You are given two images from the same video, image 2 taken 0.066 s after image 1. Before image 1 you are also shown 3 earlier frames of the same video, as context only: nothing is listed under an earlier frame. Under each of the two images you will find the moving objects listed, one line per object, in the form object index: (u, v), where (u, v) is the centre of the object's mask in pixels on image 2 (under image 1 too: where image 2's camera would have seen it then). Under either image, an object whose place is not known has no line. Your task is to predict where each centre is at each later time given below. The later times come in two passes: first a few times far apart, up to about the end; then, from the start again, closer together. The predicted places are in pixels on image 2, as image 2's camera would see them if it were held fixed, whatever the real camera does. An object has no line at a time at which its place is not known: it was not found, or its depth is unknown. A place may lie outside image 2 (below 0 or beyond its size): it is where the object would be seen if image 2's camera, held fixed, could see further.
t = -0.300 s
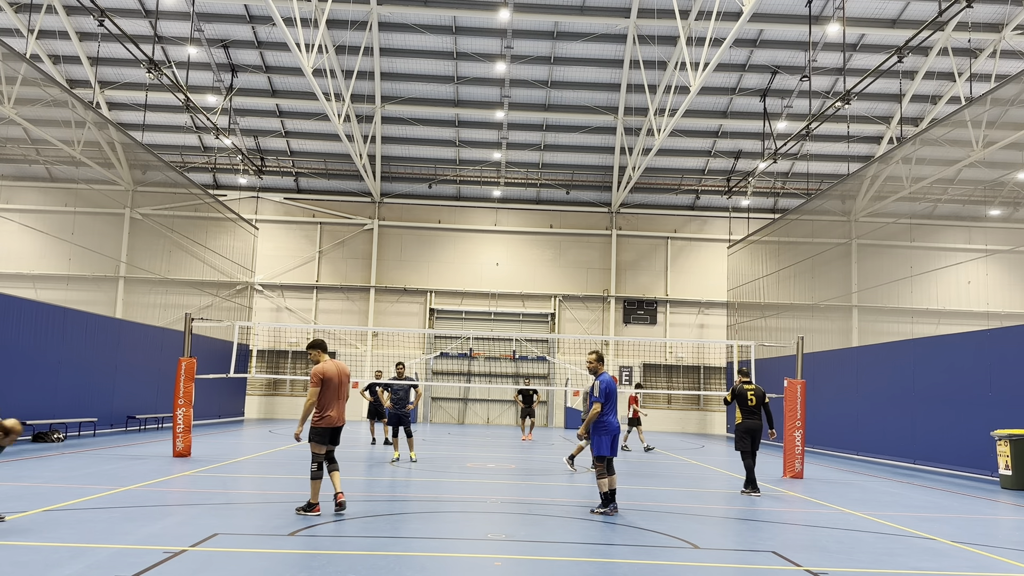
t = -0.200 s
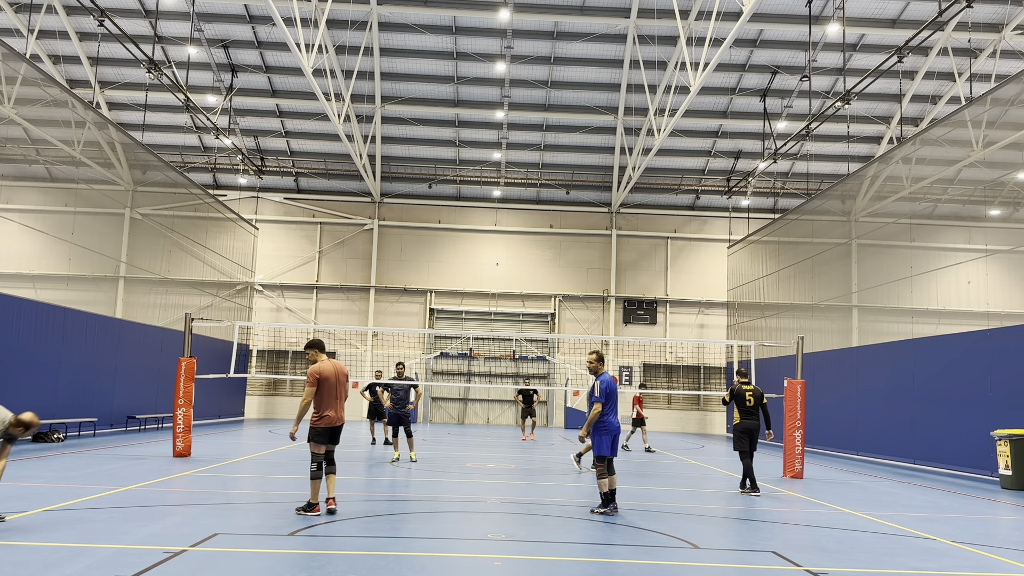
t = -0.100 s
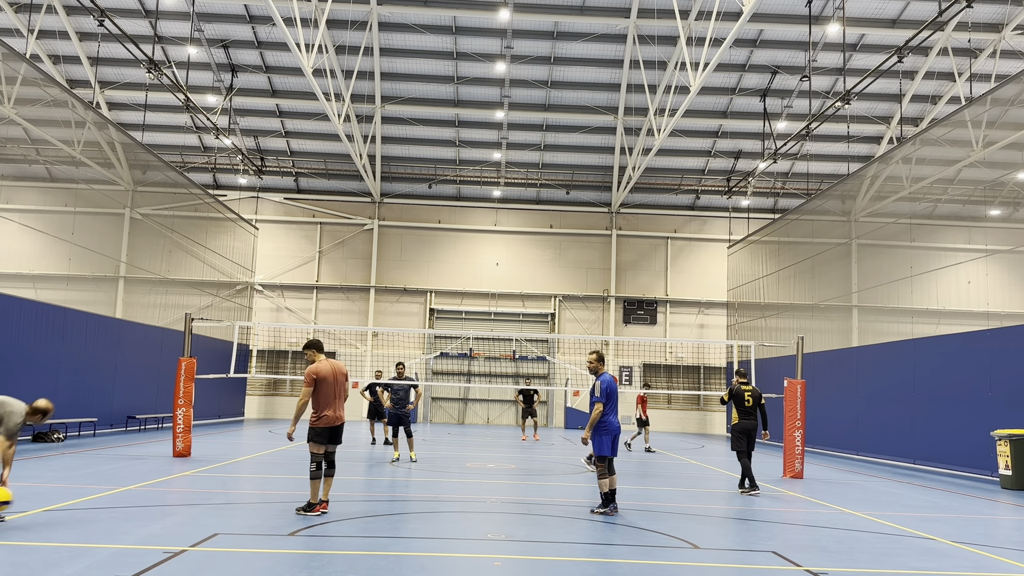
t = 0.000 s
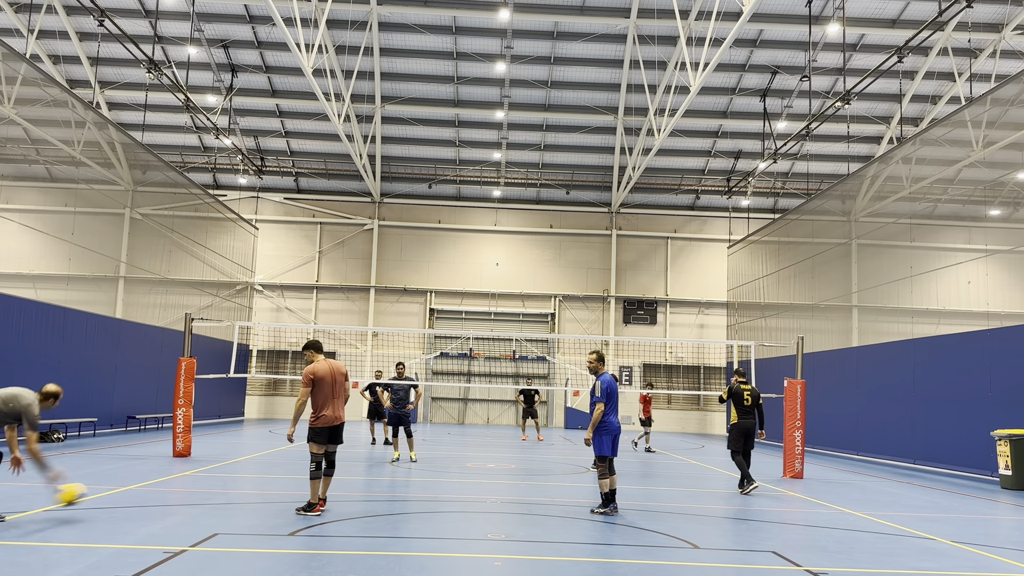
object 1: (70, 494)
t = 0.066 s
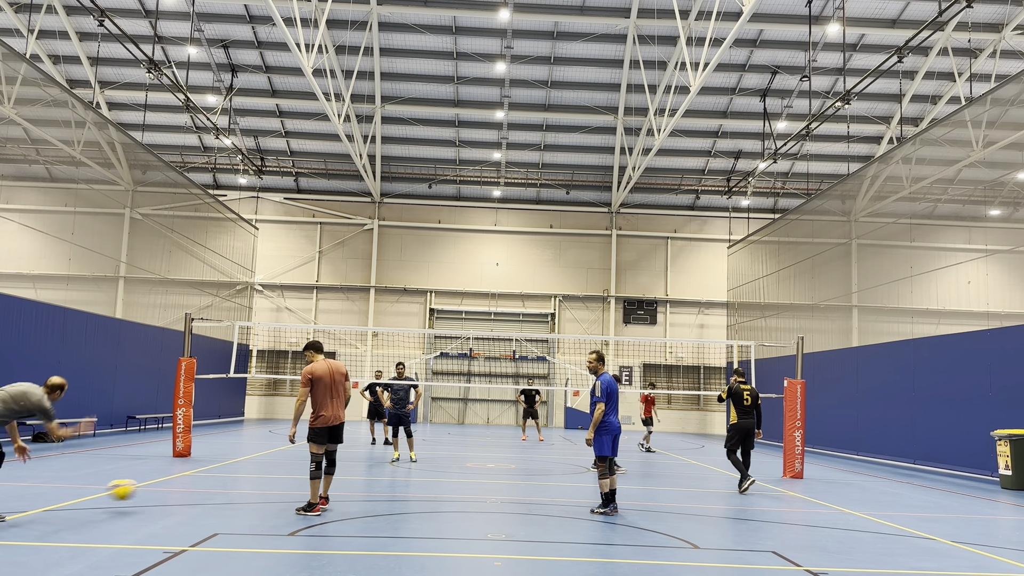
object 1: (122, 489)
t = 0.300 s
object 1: (249, 478)
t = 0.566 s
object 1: (331, 468)
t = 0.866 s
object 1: (392, 461)
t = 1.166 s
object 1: (438, 457)
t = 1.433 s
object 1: (471, 454)
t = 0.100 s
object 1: (145, 489)
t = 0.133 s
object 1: (169, 490)
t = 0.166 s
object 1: (188, 491)
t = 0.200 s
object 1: (207, 489)
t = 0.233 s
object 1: (220, 484)
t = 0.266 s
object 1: (235, 480)
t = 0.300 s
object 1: (249, 478)
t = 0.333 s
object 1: (261, 476)
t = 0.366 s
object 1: (273, 476)
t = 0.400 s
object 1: (285, 477)
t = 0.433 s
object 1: (295, 478)
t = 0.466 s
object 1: (303, 475)
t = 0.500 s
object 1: (308, 472)
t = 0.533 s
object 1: (326, 469)
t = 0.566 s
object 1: (331, 468)
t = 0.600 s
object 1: (335, 468)
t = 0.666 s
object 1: (356, 470)
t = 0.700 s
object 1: (361, 467)
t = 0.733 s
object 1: (367, 464)
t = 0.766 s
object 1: (374, 462)
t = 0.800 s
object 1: (381, 461)
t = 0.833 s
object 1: (386, 461)
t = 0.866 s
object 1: (392, 461)
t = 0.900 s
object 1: (398, 462)
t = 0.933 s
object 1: (403, 463)
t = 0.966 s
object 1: (408, 460)
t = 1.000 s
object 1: (414, 459)
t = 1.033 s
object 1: (420, 458)
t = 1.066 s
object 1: (424, 457)
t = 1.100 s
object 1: (428, 458)
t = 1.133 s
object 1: (433, 459)
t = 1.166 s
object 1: (438, 457)
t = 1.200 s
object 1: (443, 456)
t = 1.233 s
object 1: (447, 456)
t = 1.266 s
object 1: (451, 456)
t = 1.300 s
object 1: (455, 456)
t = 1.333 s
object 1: (459, 455)
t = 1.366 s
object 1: (463, 454)
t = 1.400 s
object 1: (467, 453)
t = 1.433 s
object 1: (471, 454)
